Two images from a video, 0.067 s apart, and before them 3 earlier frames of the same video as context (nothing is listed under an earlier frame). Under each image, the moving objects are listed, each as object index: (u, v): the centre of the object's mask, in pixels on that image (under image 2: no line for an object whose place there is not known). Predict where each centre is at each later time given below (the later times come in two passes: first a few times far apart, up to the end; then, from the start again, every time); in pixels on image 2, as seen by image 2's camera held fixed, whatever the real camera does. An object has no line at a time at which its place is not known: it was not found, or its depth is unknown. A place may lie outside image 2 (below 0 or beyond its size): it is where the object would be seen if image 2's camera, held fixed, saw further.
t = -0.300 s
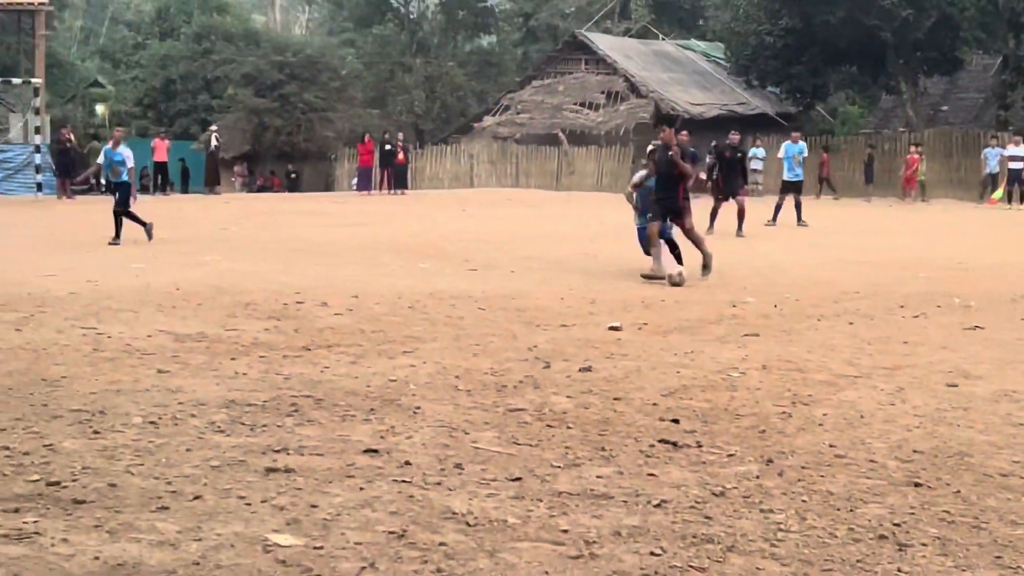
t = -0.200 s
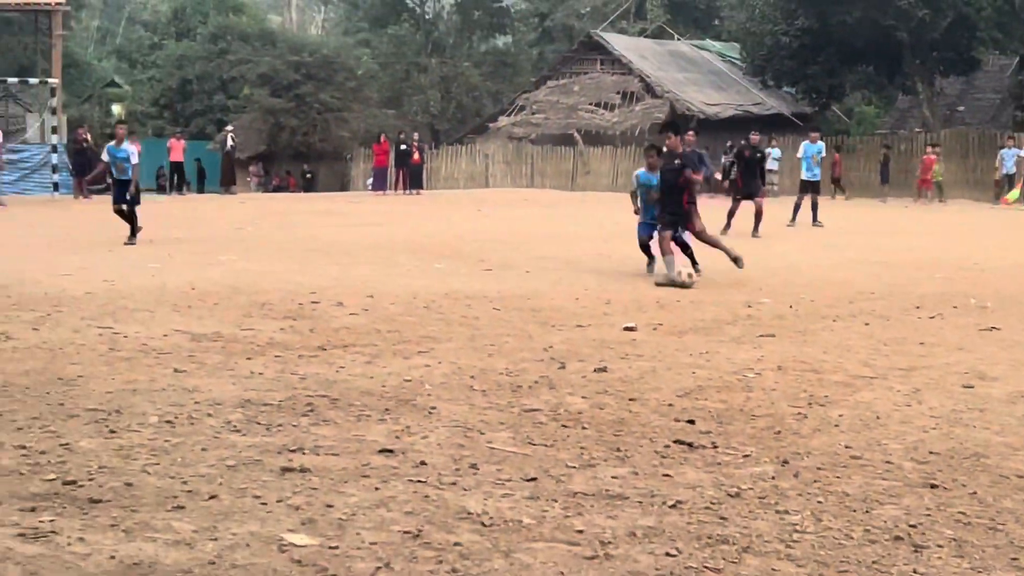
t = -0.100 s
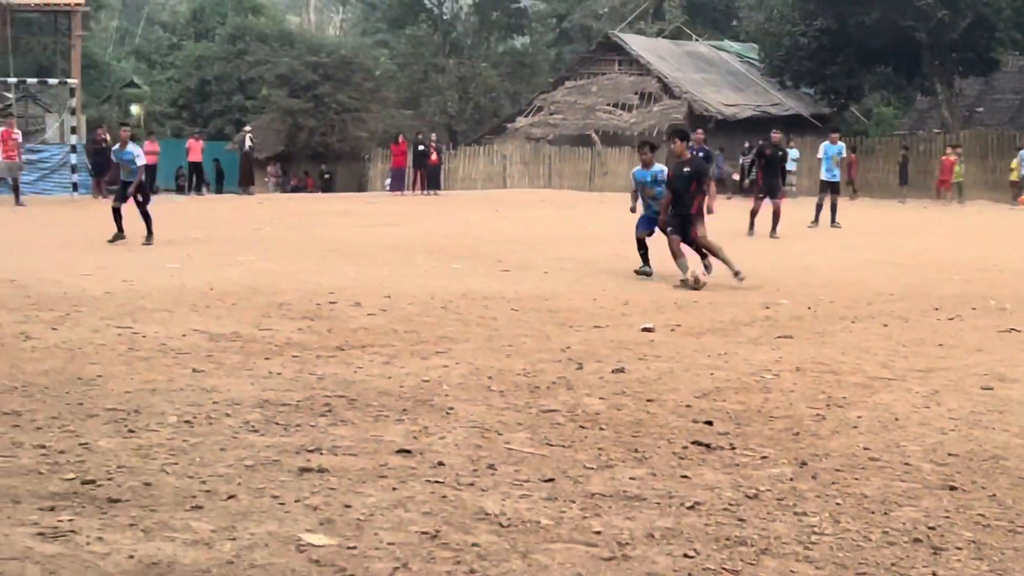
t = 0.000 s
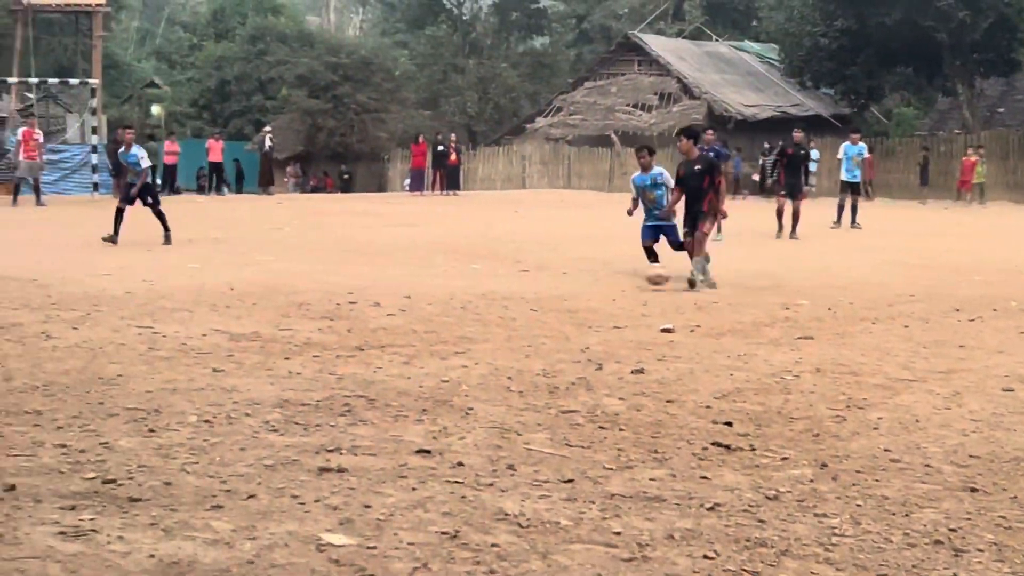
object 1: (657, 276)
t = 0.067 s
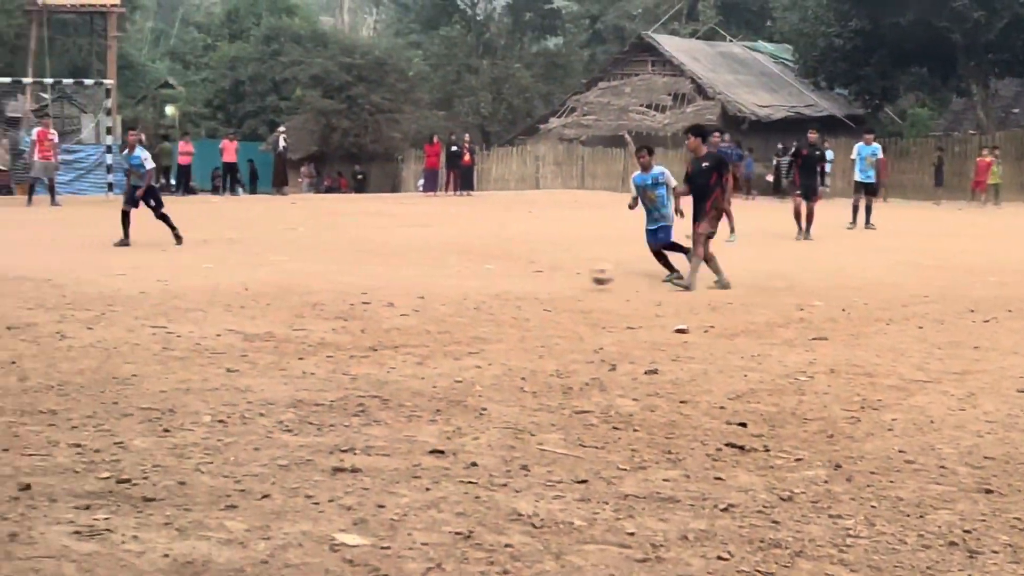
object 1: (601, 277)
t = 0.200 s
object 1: (469, 281)
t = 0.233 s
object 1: (440, 277)
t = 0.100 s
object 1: (567, 278)
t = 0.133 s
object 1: (534, 278)
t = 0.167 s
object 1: (498, 279)
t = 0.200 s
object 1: (469, 281)
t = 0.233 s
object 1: (440, 277)
